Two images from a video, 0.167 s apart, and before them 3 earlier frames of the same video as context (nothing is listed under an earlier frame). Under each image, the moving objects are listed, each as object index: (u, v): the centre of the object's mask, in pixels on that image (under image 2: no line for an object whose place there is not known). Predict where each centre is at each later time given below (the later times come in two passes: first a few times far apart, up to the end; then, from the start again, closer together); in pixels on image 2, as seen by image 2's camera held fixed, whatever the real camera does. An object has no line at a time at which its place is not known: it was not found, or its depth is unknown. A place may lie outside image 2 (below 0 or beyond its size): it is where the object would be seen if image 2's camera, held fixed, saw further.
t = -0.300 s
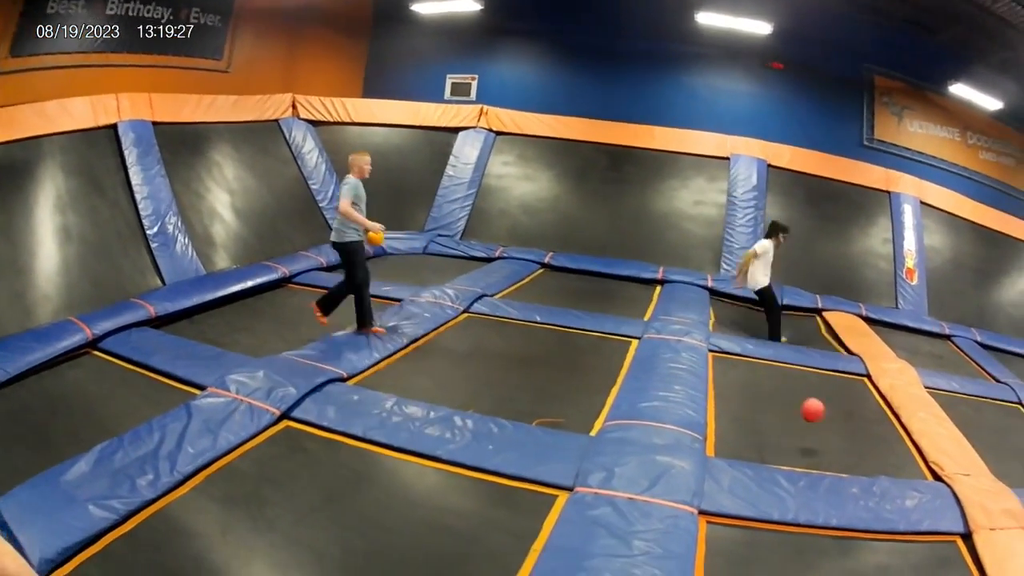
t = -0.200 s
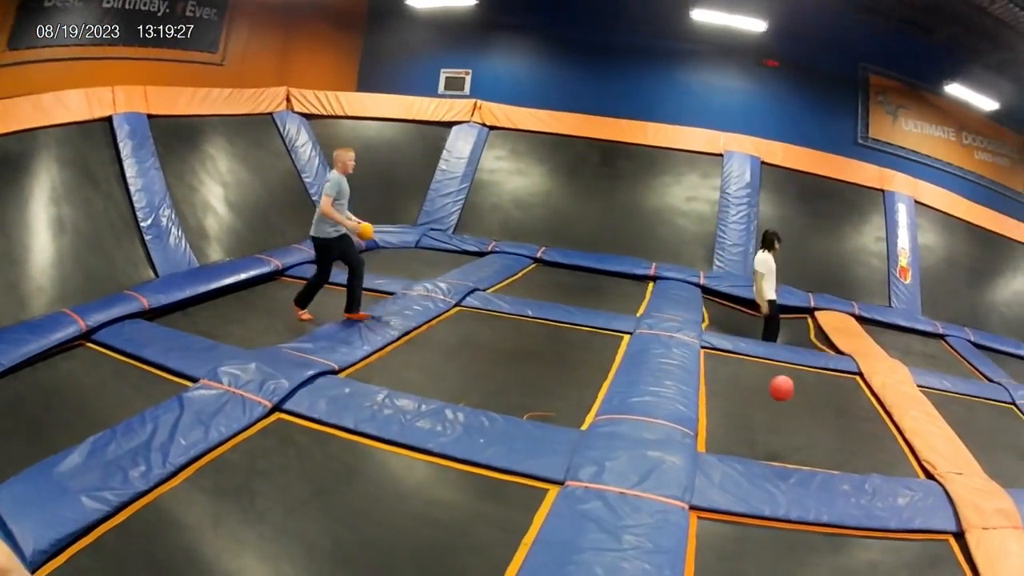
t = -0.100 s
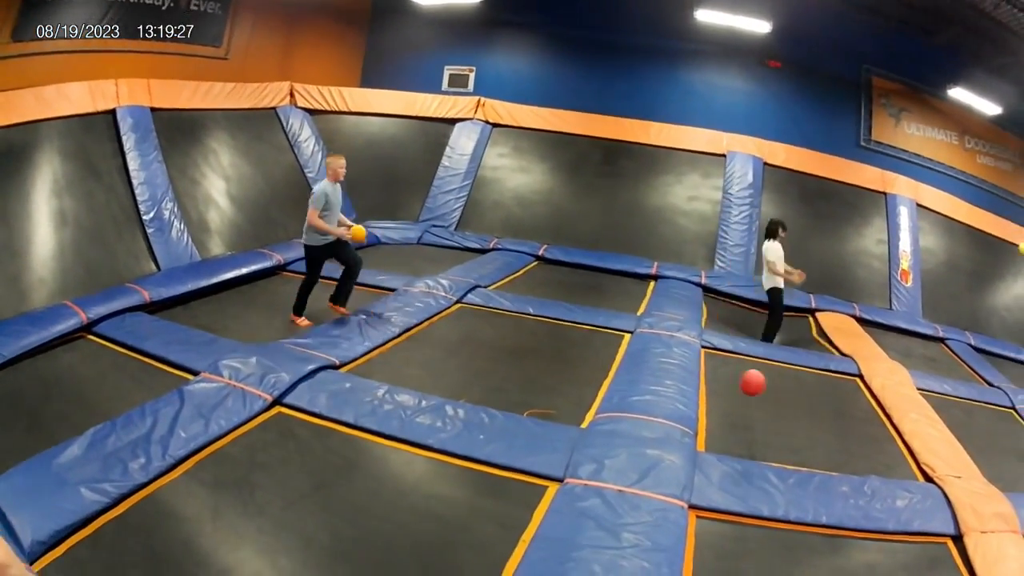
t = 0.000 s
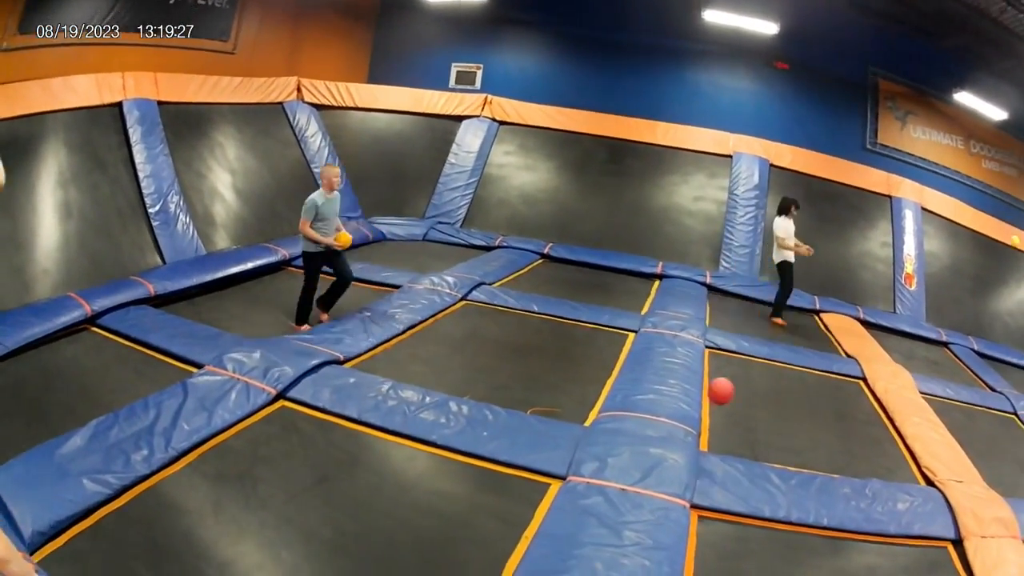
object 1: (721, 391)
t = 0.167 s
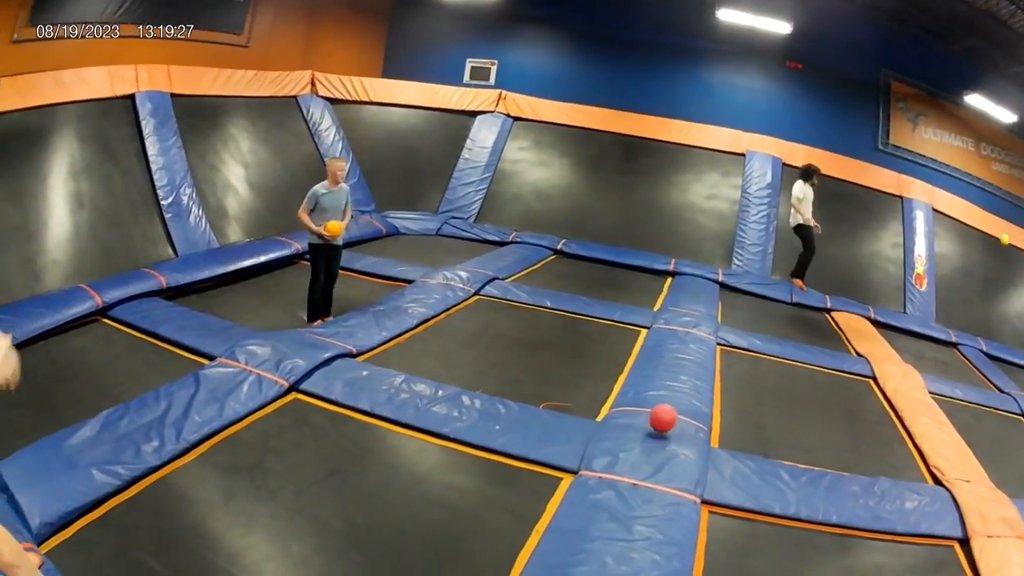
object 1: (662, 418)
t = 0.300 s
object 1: (612, 406)
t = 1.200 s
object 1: (266, 416)
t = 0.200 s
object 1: (651, 413)
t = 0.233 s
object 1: (639, 409)
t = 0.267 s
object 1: (626, 407)
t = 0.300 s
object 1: (612, 406)
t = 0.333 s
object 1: (599, 408)
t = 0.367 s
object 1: (584, 411)
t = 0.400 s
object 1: (570, 416)
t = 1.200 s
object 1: (266, 416)
